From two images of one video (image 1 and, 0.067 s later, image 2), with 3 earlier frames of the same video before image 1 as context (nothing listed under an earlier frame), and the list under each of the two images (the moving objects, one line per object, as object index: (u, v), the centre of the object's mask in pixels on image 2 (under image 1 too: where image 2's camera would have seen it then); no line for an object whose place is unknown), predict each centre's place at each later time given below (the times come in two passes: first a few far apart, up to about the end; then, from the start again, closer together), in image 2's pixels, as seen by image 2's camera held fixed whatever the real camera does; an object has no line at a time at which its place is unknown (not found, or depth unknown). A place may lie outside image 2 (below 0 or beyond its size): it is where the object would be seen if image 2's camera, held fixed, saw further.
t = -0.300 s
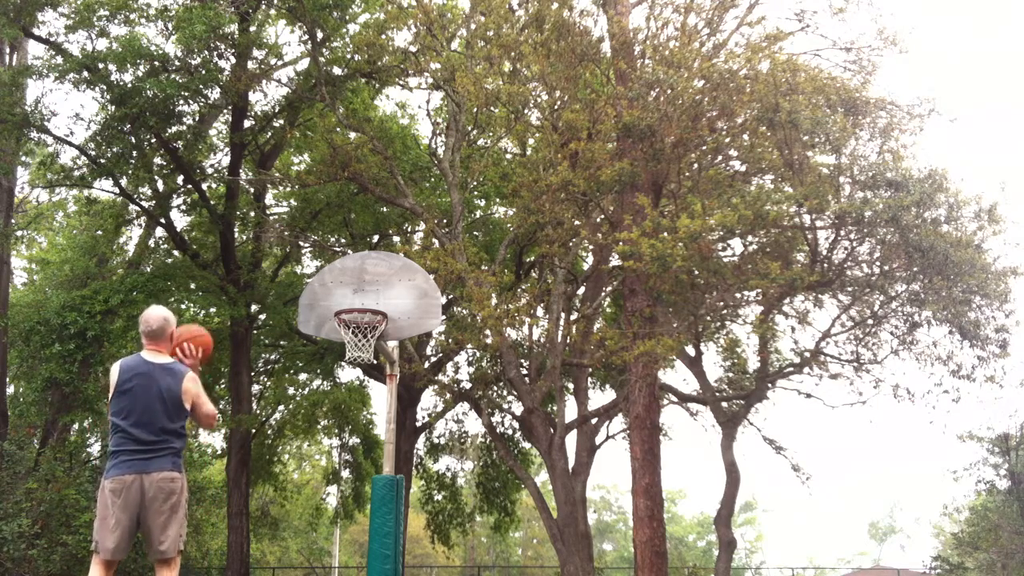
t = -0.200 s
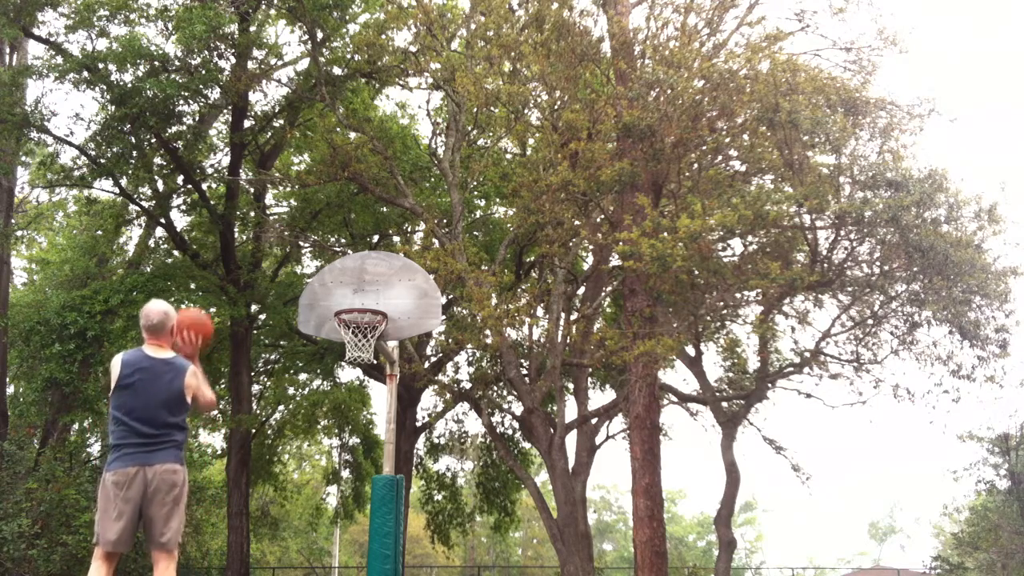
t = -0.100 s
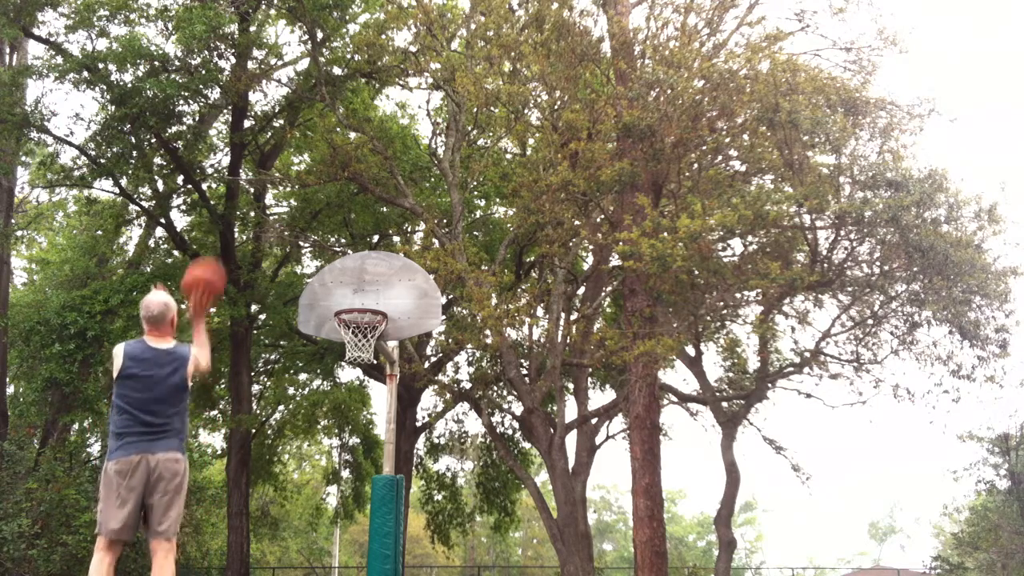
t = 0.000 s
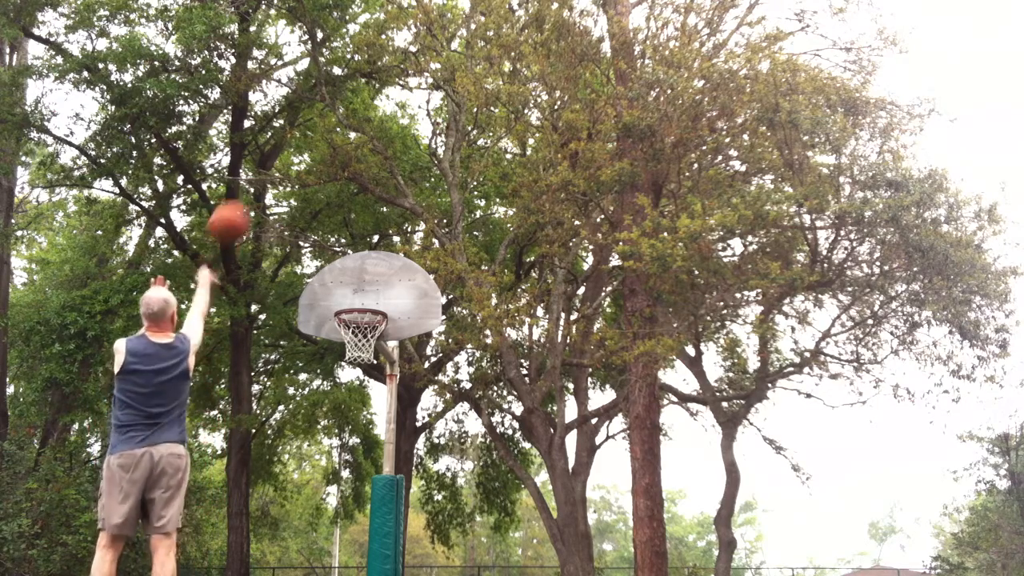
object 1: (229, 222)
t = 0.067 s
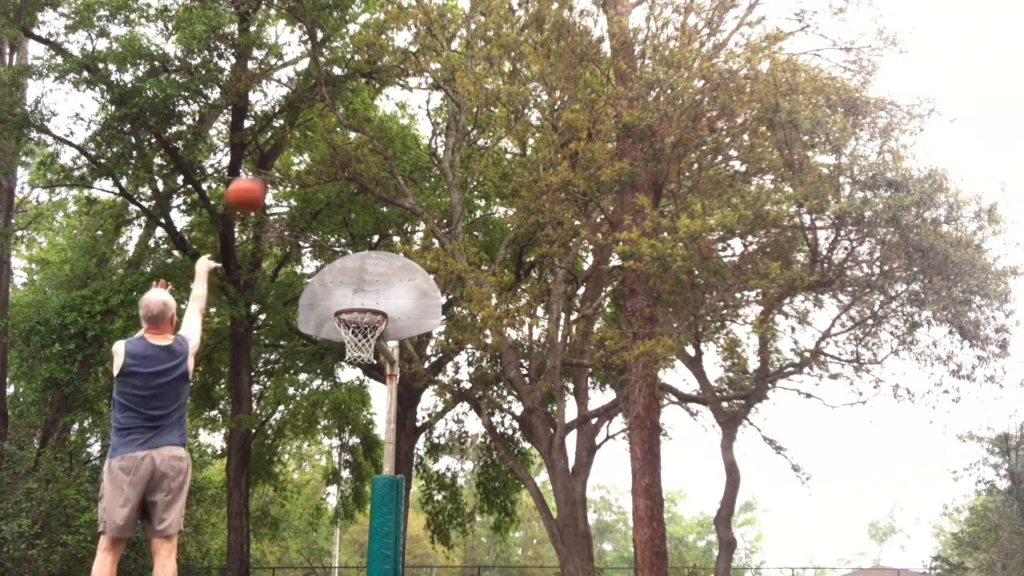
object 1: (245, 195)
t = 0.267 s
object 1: (283, 156)
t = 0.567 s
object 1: (324, 188)
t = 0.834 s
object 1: (347, 284)
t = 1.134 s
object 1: (379, 359)
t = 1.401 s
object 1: (409, 452)
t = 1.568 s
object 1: (430, 558)
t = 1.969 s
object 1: (458, 529)
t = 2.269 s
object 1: (471, 500)
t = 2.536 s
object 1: (482, 561)
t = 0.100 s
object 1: (252, 184)
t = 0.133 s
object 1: (260, 175)
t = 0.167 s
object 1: (266, 167)
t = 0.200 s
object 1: (272, 162)
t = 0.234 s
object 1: (277, 159)
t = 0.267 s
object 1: (283, 156)
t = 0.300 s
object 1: (289, 155)
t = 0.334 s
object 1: (294, 155)
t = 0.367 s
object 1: (298, 156)
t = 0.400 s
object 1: (303, 159)
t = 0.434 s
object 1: (308, 163)
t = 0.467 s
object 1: (313, 168)
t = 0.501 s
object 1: (316, 173)
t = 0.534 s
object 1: (320, 180)
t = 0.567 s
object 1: (324, 188)
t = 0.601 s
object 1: (327, 196)
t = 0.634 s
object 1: (331, 207)
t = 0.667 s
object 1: (334, 217)
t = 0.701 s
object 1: (337, 228)
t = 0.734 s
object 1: (339, 241)
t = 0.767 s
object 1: (342, 255)
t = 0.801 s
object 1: (345, 270)
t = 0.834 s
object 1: (347, 284)
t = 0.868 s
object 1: (350, 299)
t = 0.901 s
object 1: (353, 321)
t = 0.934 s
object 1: (355, 330)
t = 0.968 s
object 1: (358, 340)
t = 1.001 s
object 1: (362, 344)
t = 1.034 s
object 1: (366, 346)
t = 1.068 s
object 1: (370, 348)
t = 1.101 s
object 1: (376, 353)
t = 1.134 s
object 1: (379, 359)
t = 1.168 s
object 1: (384, 366)
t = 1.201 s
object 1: (388, 374)
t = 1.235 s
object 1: (393, 385)
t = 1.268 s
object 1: (397, 396)
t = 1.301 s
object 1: (400, 408)
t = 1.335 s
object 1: (404, 421)
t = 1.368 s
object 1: (407, 434)
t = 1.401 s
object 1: (409, 452)
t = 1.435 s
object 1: (414, 469)
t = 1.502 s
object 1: (423, 512)
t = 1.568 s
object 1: (430, 558)
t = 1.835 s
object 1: (452, 570)
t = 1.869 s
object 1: (453, 563)
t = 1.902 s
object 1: (454, 550)
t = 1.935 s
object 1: (456, 539)
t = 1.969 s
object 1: (458, 529)
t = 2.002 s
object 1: (460, 521)
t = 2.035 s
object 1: (461, 514)
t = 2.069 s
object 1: (463, 508)
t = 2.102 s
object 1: (464, 504)
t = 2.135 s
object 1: (465, 502)
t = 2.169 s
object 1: (467, 499)
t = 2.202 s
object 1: (468, 498)
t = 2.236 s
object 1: (469, 498)
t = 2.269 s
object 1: (471, 500)
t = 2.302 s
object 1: (472, 502)
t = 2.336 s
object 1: (474, 506)
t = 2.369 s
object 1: (475, 512)
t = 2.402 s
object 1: (476, 520)
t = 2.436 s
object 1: (478, 529)
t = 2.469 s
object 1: (480, 539)
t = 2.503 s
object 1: (481, 551)
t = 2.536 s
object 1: (482, 561)
